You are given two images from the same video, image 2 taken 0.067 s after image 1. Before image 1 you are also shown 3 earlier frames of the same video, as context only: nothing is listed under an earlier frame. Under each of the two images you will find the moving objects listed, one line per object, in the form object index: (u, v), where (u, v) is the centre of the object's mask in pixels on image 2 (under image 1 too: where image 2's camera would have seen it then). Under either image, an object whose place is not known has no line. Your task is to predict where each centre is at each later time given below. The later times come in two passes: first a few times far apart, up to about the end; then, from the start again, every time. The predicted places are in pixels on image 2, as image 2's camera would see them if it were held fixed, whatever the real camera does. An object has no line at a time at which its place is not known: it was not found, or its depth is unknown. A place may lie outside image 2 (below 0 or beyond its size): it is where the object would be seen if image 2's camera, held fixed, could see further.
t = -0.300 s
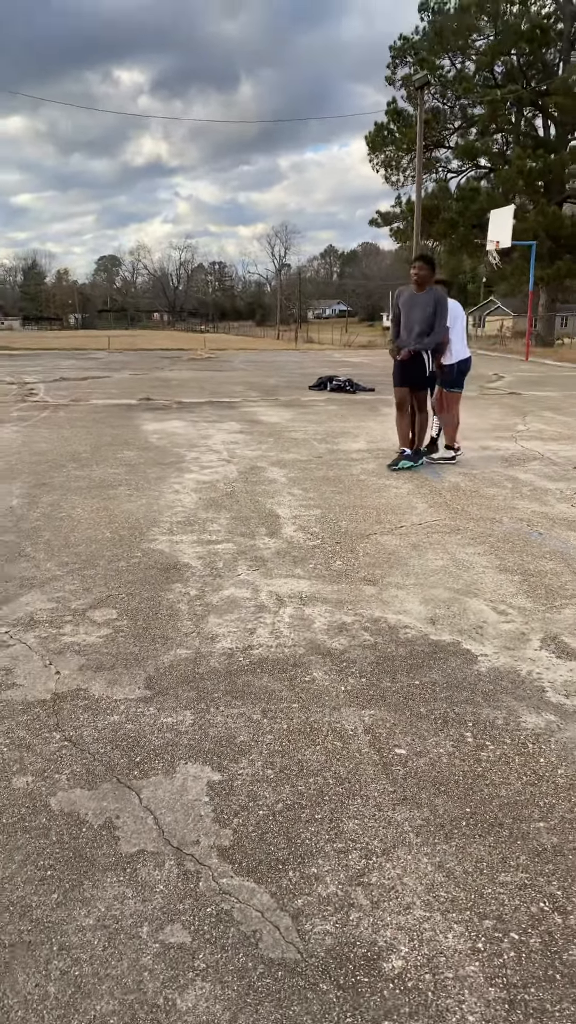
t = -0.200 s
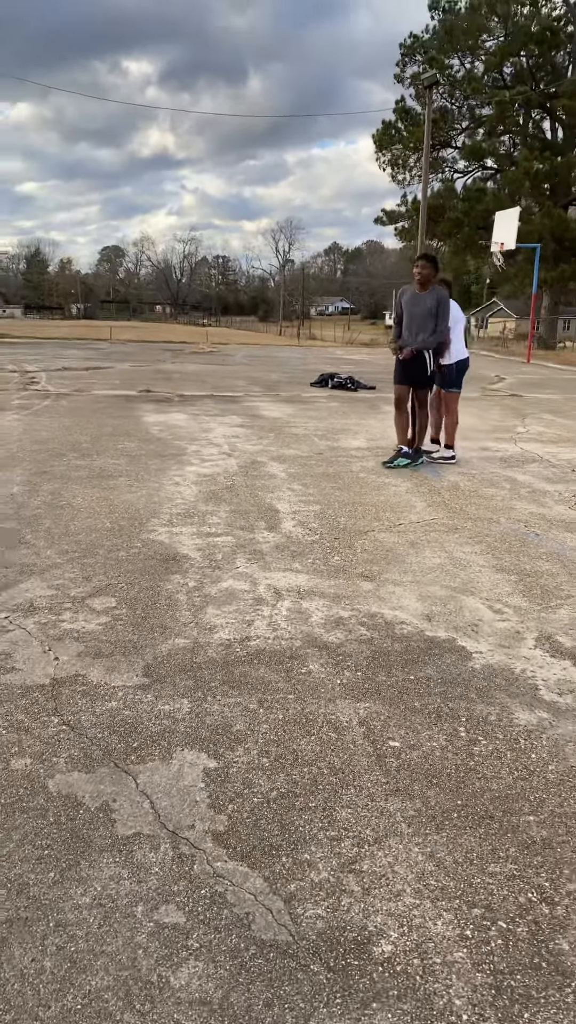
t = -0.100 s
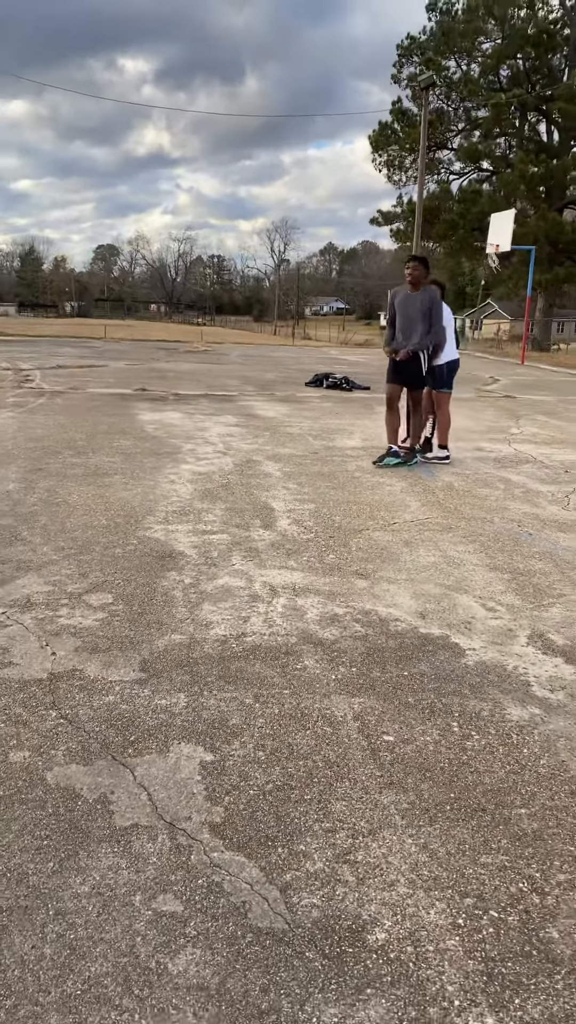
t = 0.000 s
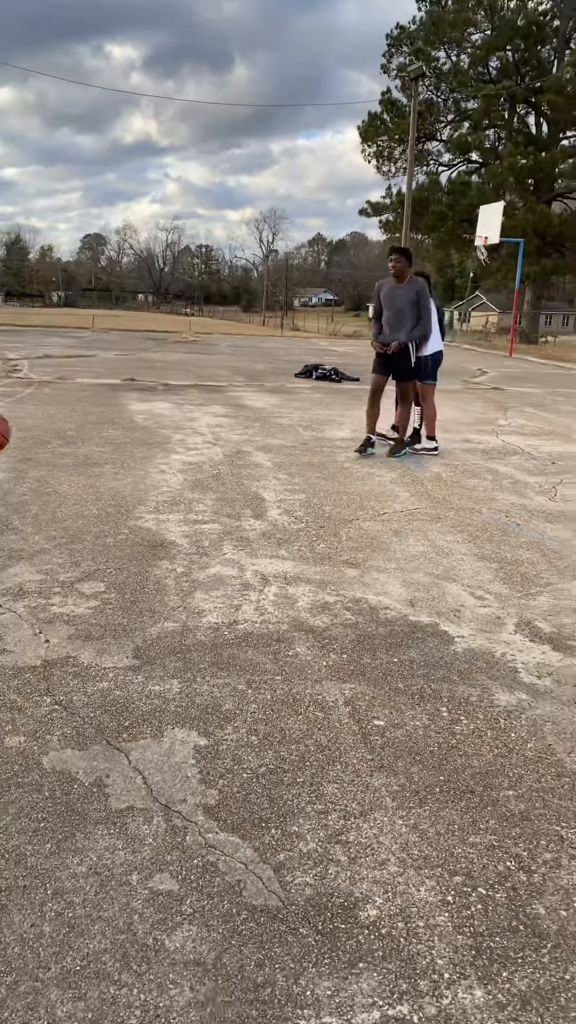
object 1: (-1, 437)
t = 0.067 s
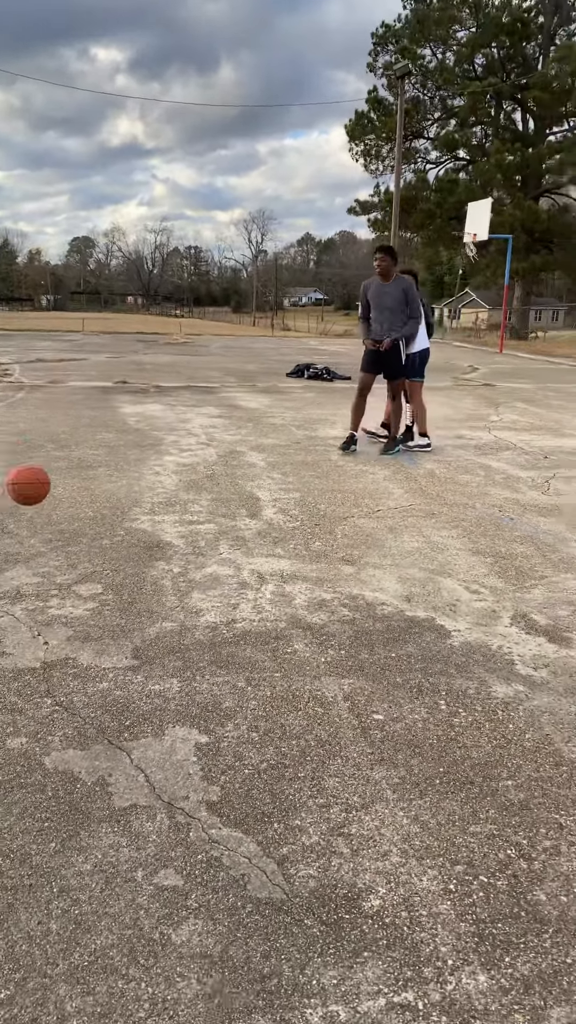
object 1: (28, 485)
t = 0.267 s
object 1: (96, 424)
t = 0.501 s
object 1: (160, 365)
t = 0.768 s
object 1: (214, 400)
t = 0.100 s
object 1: (50, 509)
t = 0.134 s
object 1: (61, 501)
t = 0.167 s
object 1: (69, 480)
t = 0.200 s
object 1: (78, 459)
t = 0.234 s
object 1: (87, 441)
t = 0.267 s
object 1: (96, 424)
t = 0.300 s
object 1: (105, 410)
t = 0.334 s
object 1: (113, 398)
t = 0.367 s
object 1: (123, 388)
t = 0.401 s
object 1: (132, 379)
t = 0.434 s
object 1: (143, 373)
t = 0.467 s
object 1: (151, 368)
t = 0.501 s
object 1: (160, 365)
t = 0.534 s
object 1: (167, 364)
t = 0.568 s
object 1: (176, 366)
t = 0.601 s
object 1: (183, 368)
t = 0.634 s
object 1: (190, 372)
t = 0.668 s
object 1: (197, 377)
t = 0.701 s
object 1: (203, 384)
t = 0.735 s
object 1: (209, 391)
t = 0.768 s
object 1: (214, 400)
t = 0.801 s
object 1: (219, 410)
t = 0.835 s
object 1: (223, 421)
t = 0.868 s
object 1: (228, 435)
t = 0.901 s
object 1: (233, 448)
